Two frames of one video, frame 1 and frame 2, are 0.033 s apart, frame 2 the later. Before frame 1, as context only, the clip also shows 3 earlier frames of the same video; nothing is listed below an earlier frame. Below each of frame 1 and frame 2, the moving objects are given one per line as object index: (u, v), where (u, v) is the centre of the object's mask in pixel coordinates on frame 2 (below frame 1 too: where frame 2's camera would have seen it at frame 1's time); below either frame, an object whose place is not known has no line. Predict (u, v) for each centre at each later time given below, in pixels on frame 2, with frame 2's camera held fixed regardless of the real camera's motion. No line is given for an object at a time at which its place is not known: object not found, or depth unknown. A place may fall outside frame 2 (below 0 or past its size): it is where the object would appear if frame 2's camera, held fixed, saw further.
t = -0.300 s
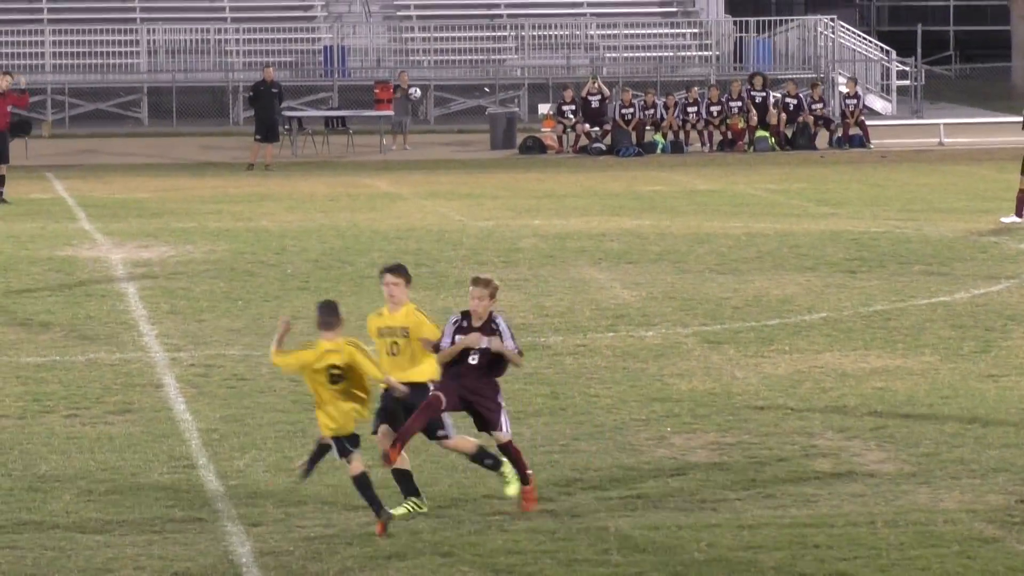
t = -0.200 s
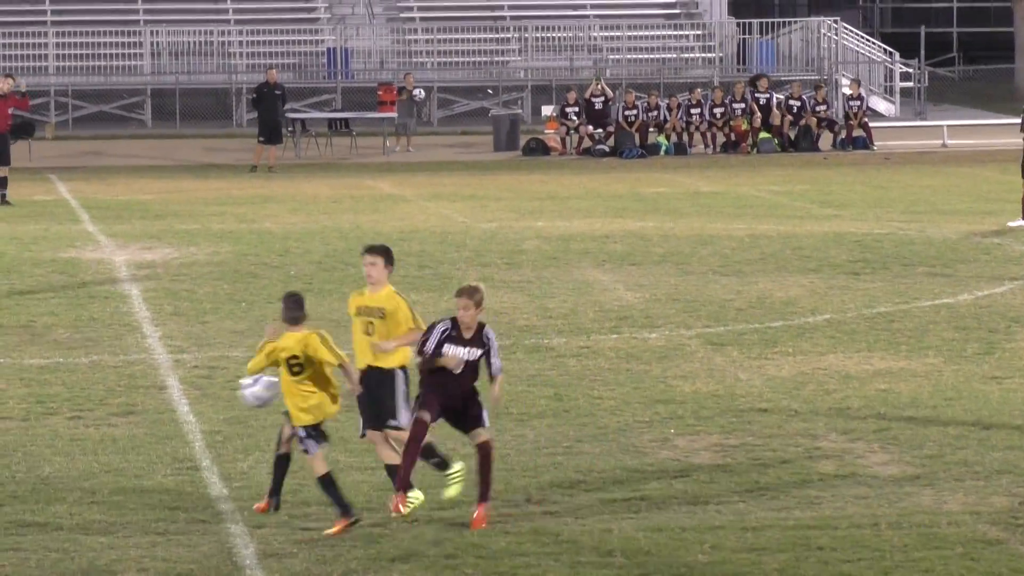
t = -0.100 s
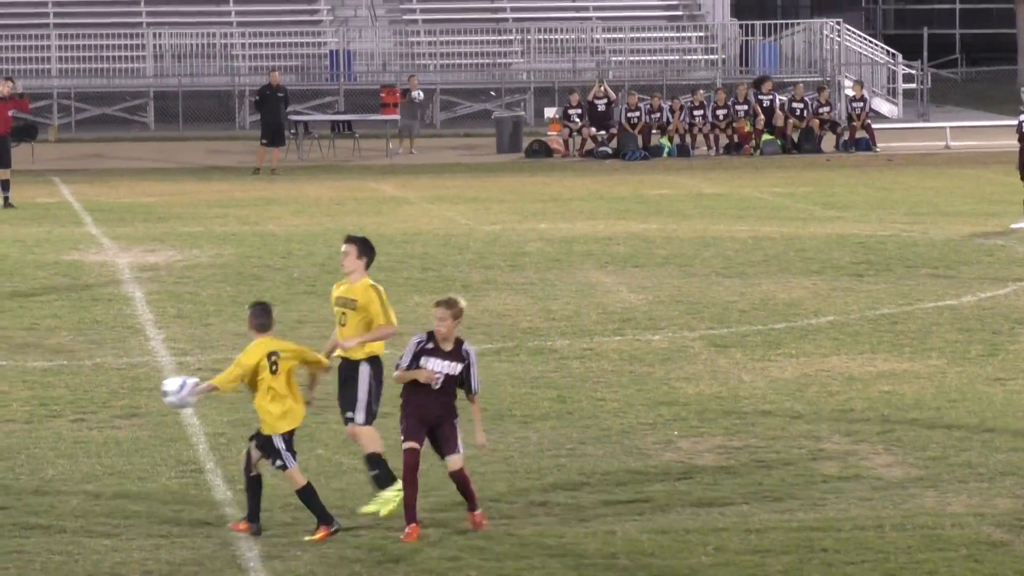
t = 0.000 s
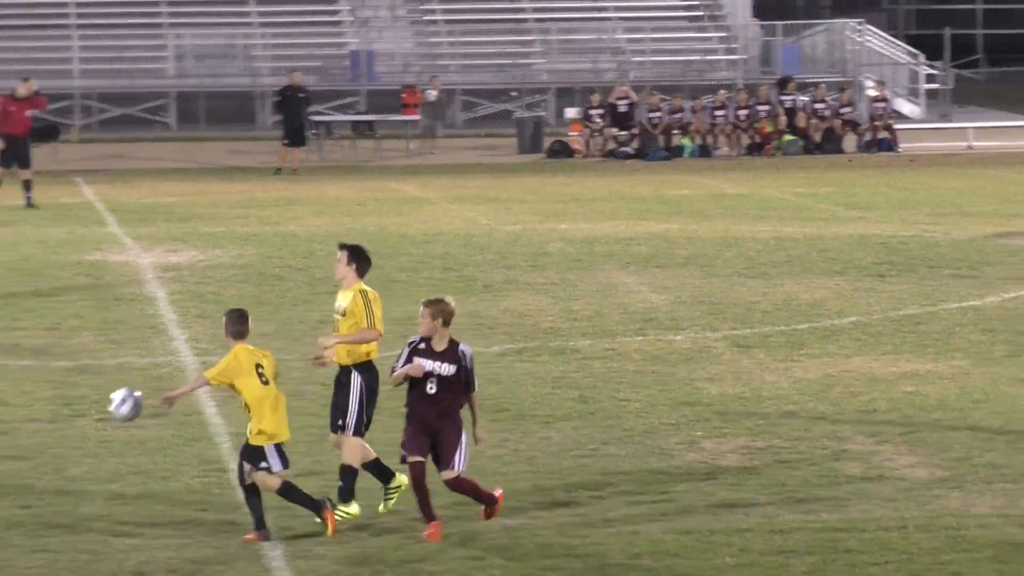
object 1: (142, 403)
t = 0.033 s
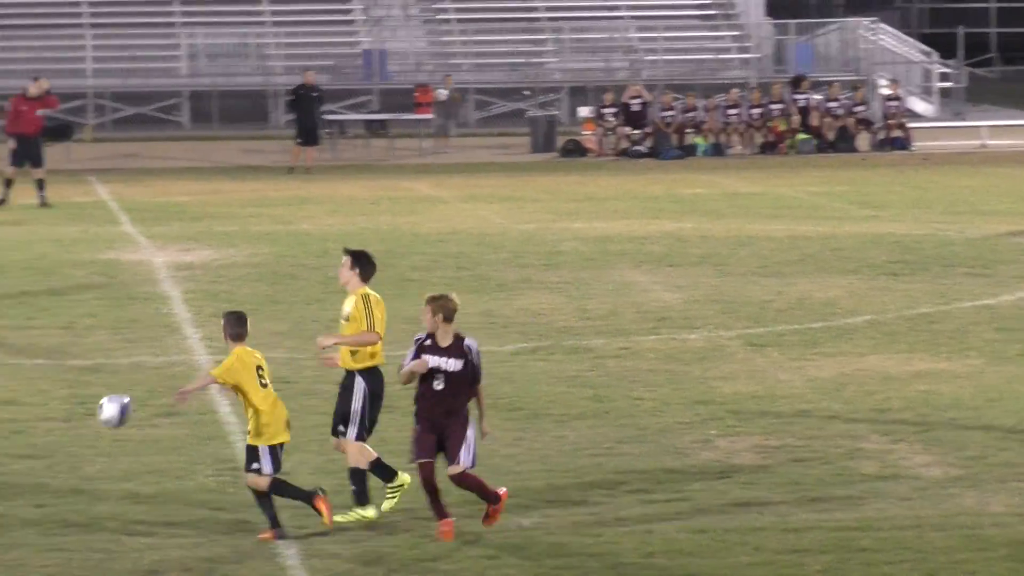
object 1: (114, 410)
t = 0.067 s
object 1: (88, 419)
